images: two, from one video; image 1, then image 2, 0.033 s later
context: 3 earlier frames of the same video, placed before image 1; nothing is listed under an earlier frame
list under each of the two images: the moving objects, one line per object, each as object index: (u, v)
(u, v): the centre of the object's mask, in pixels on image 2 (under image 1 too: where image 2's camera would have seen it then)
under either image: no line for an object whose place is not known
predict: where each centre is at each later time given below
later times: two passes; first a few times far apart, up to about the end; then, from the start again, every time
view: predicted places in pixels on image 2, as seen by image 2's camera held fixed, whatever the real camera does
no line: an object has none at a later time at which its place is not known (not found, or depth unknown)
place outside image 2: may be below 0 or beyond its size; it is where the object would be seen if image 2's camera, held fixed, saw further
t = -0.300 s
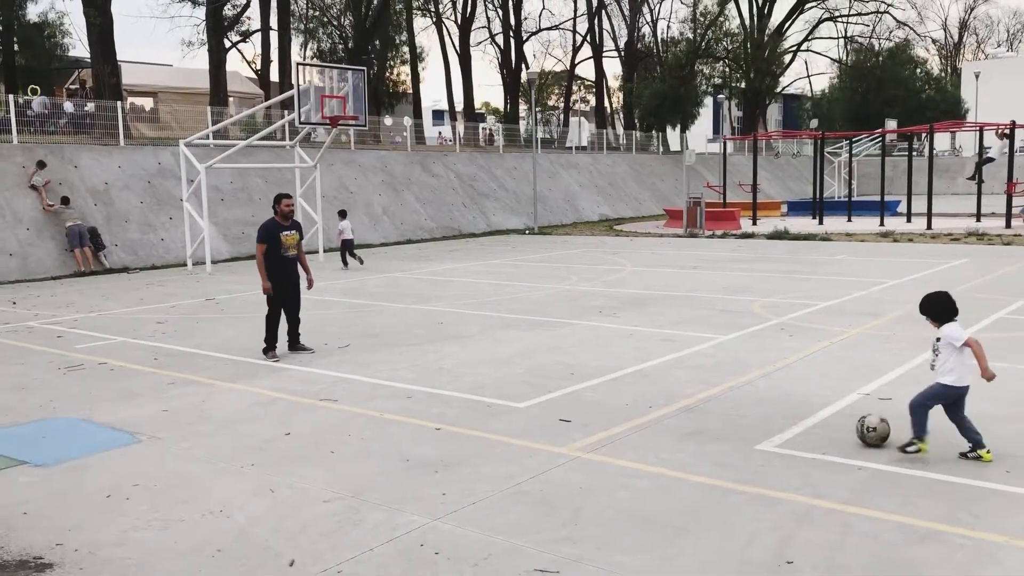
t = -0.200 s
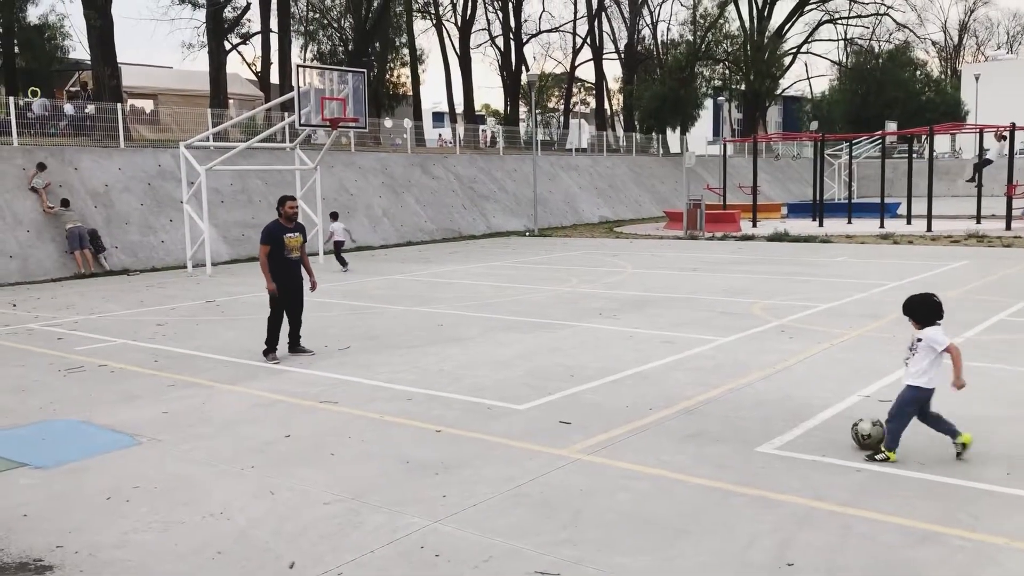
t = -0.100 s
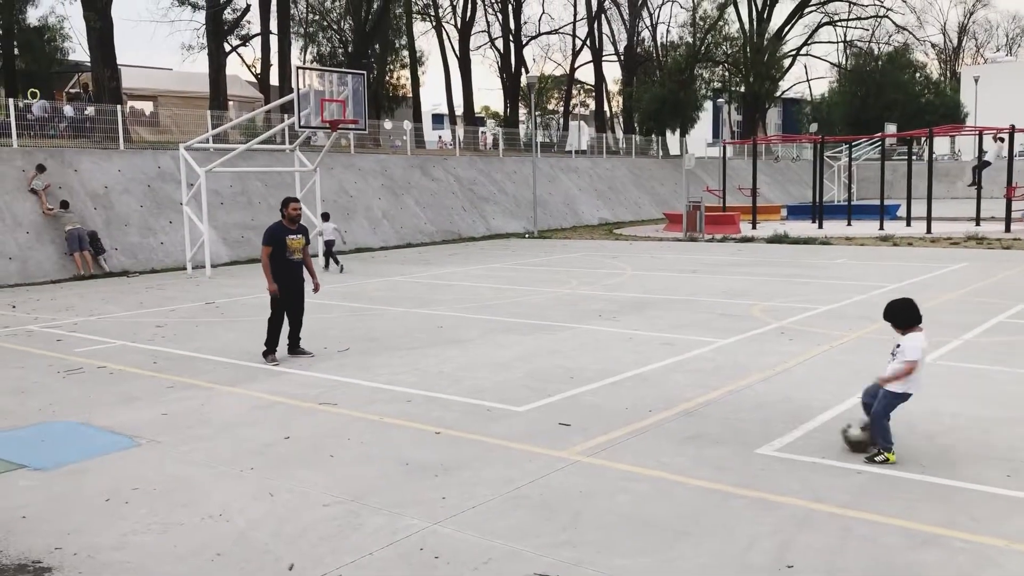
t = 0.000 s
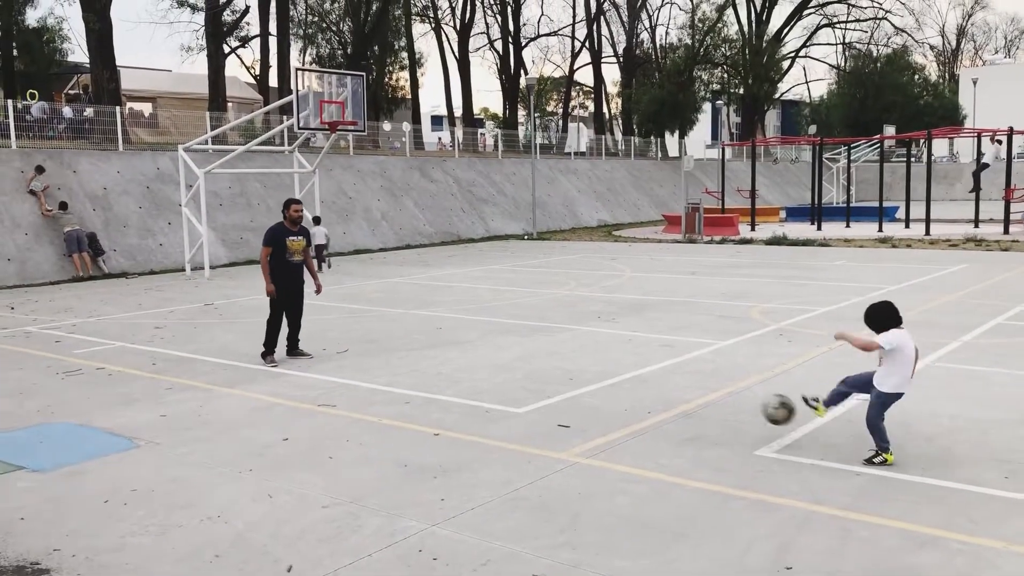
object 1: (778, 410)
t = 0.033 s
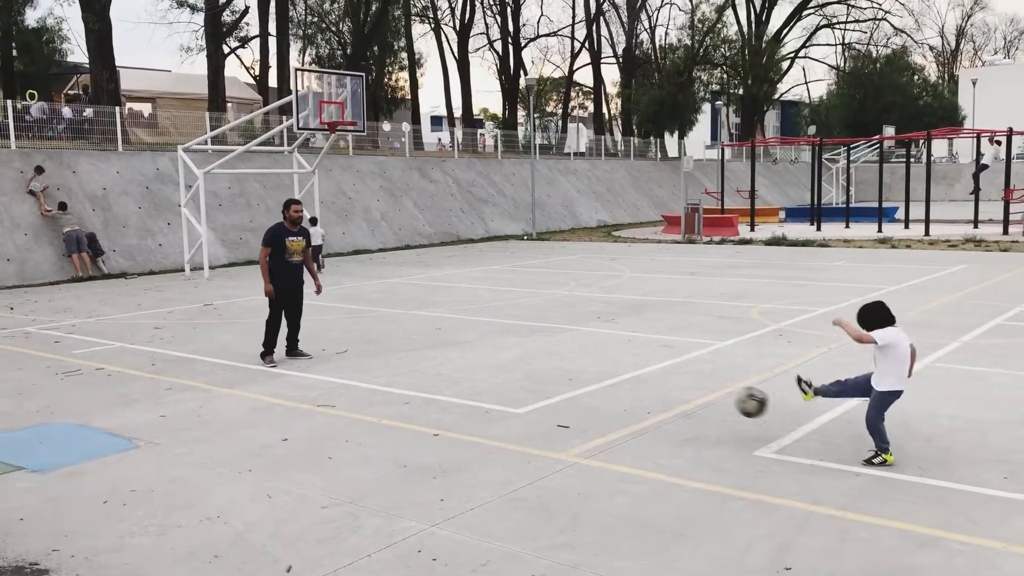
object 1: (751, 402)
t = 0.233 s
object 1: (605, 387)
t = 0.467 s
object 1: (482, 388)
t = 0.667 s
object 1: (409, 385)
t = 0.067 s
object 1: (726, 396)
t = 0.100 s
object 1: (700, 391)
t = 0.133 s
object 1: (675, 388)
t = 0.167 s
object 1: (651, 387)
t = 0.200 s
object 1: (628, 386)
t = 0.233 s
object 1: (605, 387)
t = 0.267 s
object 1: (582, 390)
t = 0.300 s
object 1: (561, 394)
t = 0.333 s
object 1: (541, 400)
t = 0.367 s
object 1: (520, 407)
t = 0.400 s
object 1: (507, 399)
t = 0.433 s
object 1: (494, 394)
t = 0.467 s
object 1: (482, 388)
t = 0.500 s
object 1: (469, 383)
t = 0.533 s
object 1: (456, 381)
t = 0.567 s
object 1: (444, 380)
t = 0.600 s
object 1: (432, 380)
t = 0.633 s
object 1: (420, 382)
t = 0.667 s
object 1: (409, 385)
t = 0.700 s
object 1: (397, 389)
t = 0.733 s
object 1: (386, 395)
